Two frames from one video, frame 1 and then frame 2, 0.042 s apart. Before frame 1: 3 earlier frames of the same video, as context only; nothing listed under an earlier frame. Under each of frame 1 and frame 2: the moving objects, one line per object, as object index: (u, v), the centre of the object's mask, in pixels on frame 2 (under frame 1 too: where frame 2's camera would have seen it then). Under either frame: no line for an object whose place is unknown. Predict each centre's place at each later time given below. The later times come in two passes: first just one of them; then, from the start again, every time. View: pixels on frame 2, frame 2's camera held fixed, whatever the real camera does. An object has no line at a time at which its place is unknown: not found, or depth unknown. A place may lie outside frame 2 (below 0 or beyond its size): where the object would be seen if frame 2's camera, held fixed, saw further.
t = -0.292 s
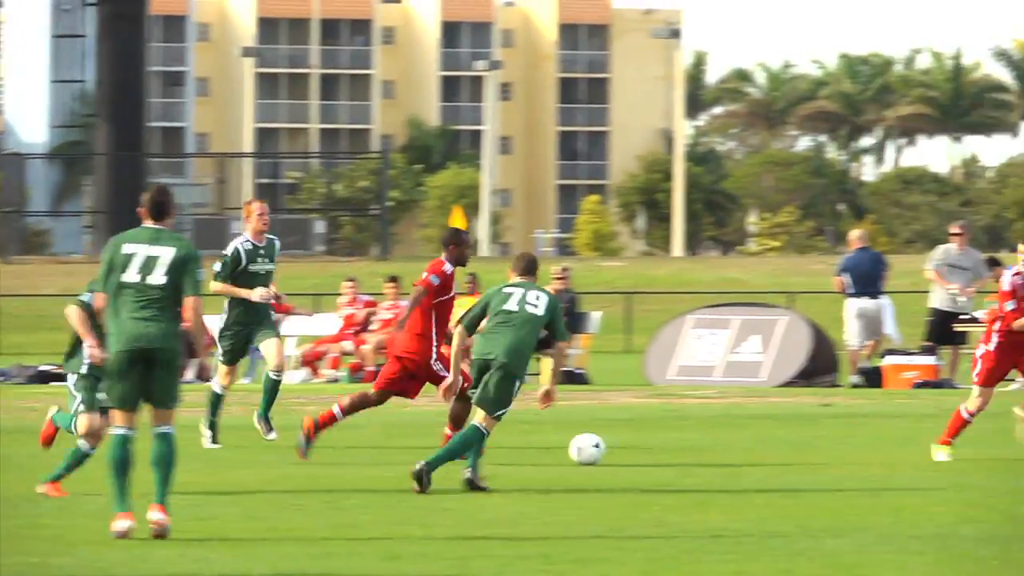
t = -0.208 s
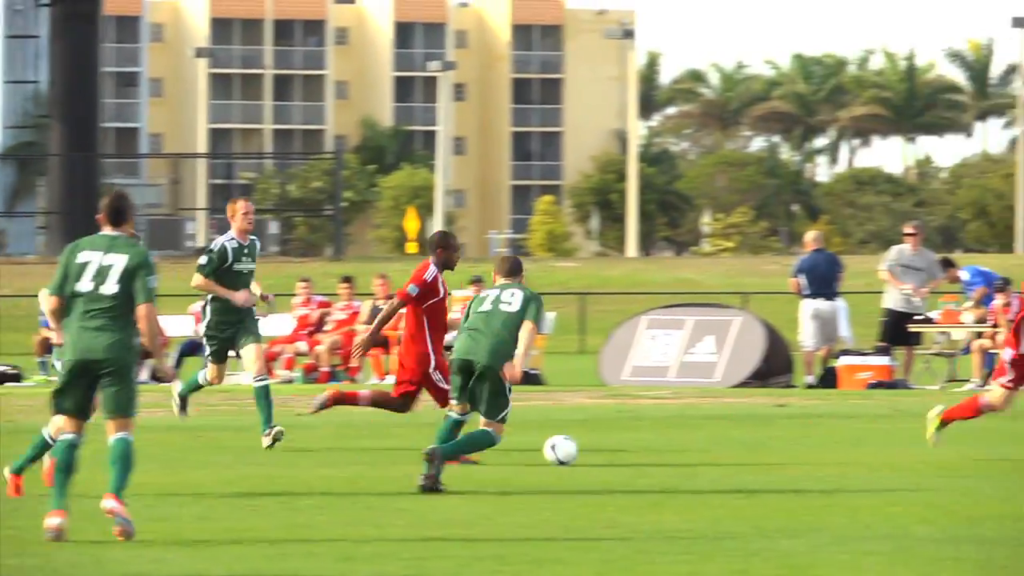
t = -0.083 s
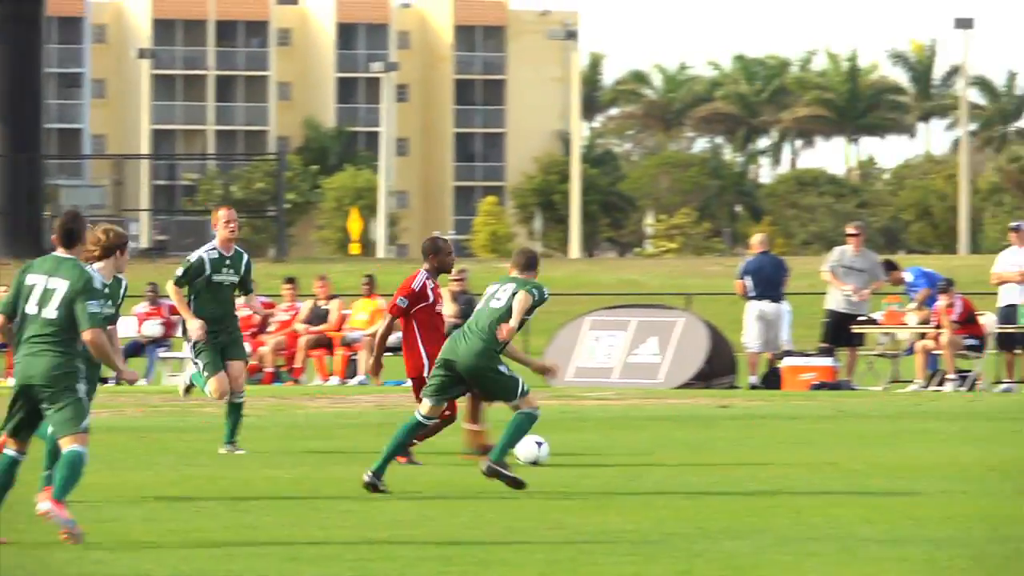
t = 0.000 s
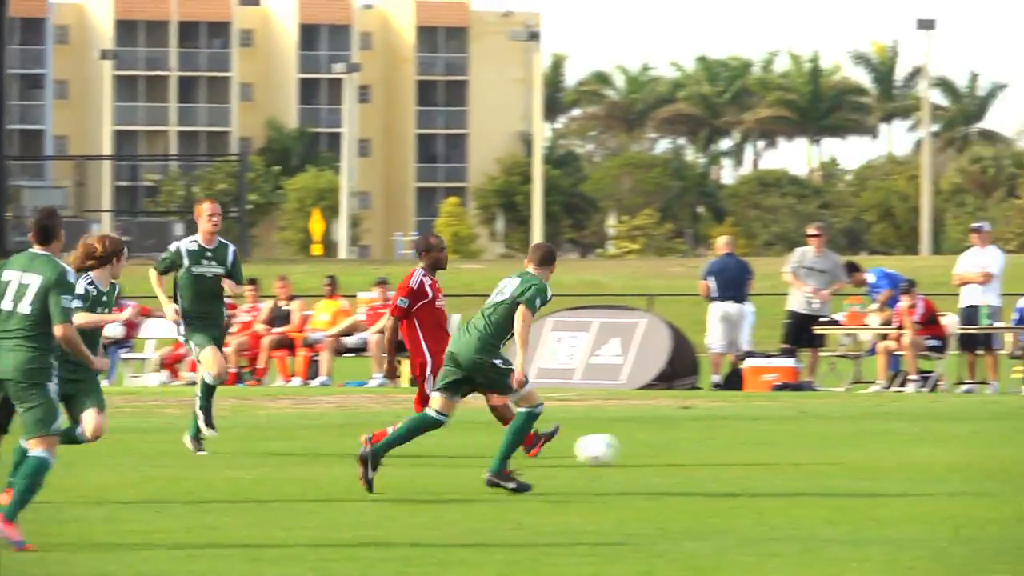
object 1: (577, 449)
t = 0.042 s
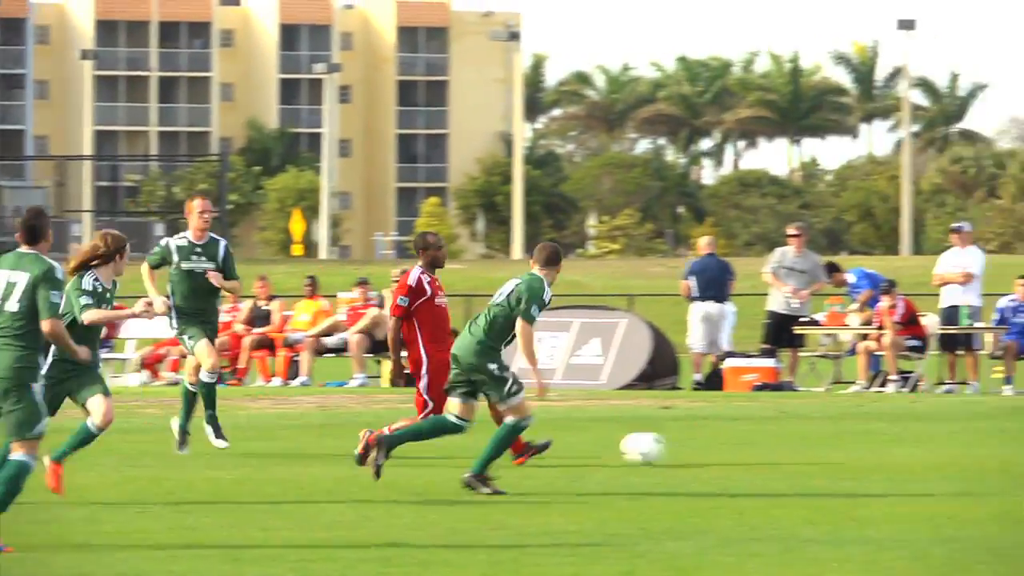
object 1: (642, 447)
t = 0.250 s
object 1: (957, 458)
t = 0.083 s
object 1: (709, 449)
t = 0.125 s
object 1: (775, 454)
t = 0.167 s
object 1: (837, 456)
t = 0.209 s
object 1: (897, 457)
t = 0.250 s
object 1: (957, 458)
